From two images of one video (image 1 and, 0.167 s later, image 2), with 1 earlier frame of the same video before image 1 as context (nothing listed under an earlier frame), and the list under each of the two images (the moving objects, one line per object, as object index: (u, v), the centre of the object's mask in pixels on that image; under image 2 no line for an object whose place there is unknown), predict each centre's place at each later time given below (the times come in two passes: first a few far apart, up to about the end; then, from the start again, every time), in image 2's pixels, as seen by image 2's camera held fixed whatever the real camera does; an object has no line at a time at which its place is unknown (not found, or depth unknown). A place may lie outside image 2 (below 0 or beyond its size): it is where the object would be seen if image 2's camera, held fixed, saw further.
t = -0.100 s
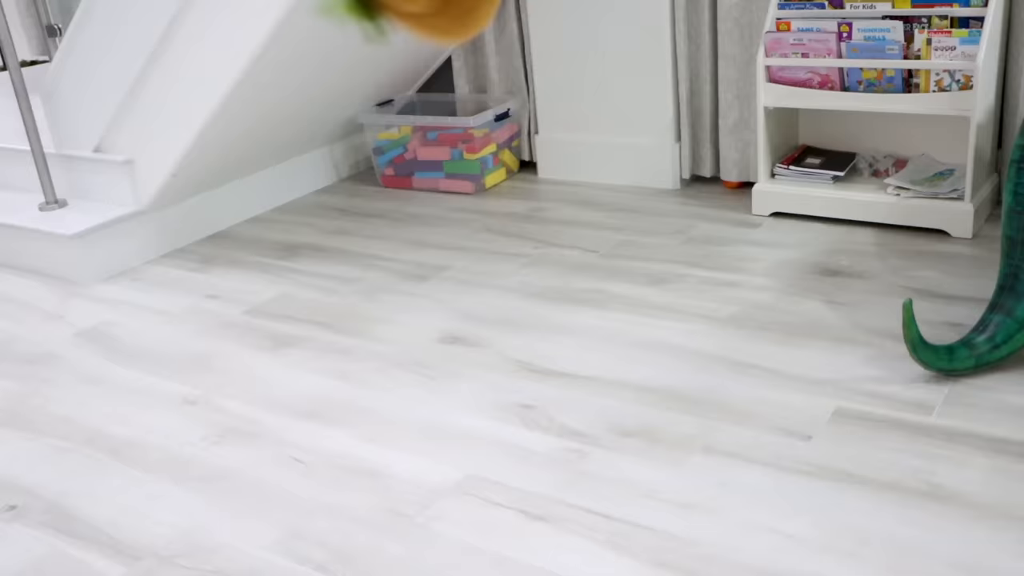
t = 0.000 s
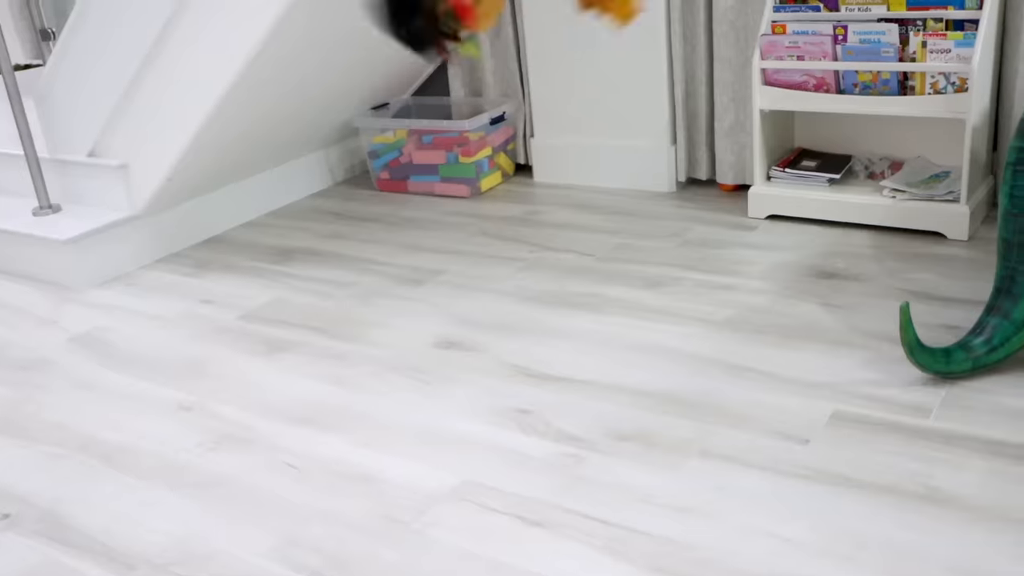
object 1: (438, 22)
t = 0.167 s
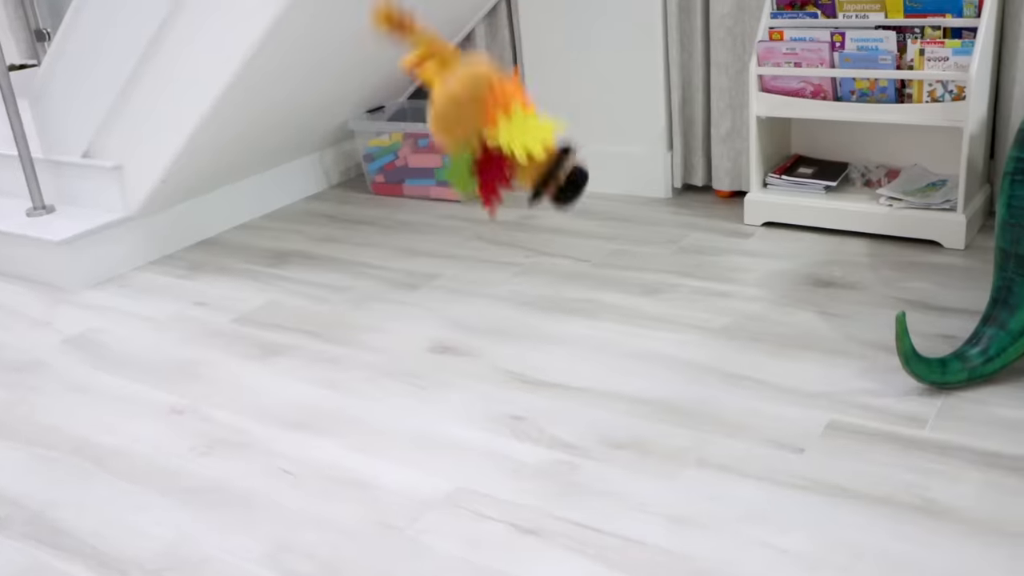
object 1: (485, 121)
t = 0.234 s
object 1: (478, 190)
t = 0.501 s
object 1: (516, 360)
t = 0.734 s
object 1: (487, 337)
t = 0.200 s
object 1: (481, 153)
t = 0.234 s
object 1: (478, 190)
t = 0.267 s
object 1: (489, 235)
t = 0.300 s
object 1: (500, 278)
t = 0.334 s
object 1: (510, 319)
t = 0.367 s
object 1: (519, 360)
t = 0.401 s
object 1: (526, 397)
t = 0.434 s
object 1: (521, 386)
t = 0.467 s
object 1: (518, 375)
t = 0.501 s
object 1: (516, 360)
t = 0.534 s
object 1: (514, 350)
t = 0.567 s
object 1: (512, 341)
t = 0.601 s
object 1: (508, 335)
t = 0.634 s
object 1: (504, 333)
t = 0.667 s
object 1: (496, 335)
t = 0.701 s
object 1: (491, 339)
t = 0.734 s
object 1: (487, 337)
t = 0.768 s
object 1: (484, 334)
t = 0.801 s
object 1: (480, 333)
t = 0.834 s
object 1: (478, 333)
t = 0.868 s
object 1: (476, 332)
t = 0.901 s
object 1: (476, 332)
